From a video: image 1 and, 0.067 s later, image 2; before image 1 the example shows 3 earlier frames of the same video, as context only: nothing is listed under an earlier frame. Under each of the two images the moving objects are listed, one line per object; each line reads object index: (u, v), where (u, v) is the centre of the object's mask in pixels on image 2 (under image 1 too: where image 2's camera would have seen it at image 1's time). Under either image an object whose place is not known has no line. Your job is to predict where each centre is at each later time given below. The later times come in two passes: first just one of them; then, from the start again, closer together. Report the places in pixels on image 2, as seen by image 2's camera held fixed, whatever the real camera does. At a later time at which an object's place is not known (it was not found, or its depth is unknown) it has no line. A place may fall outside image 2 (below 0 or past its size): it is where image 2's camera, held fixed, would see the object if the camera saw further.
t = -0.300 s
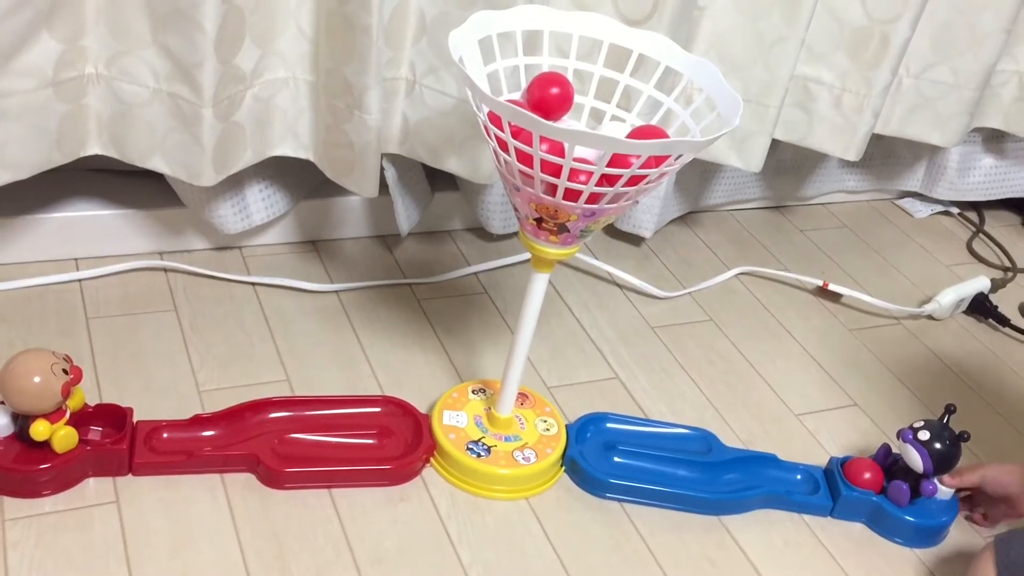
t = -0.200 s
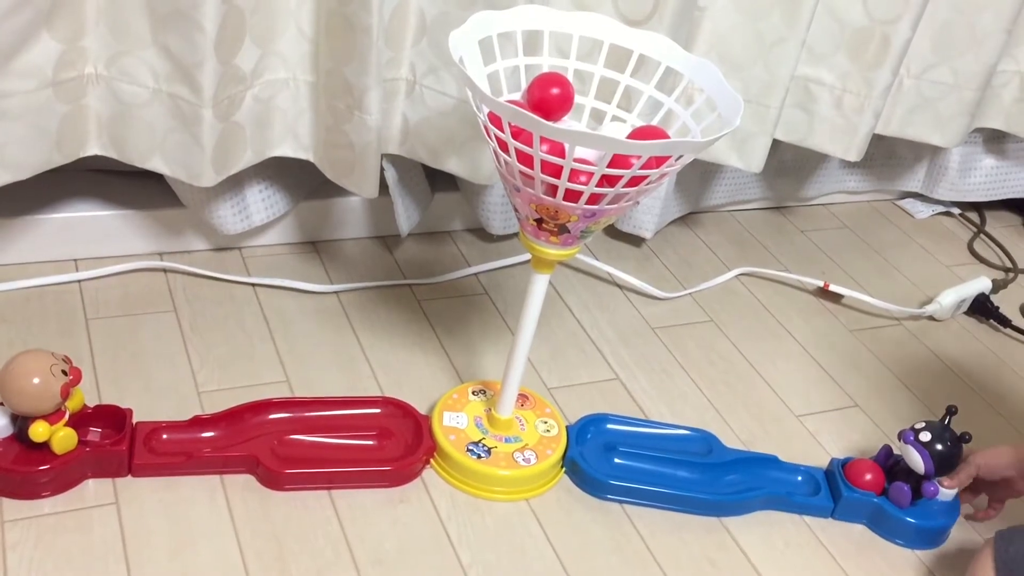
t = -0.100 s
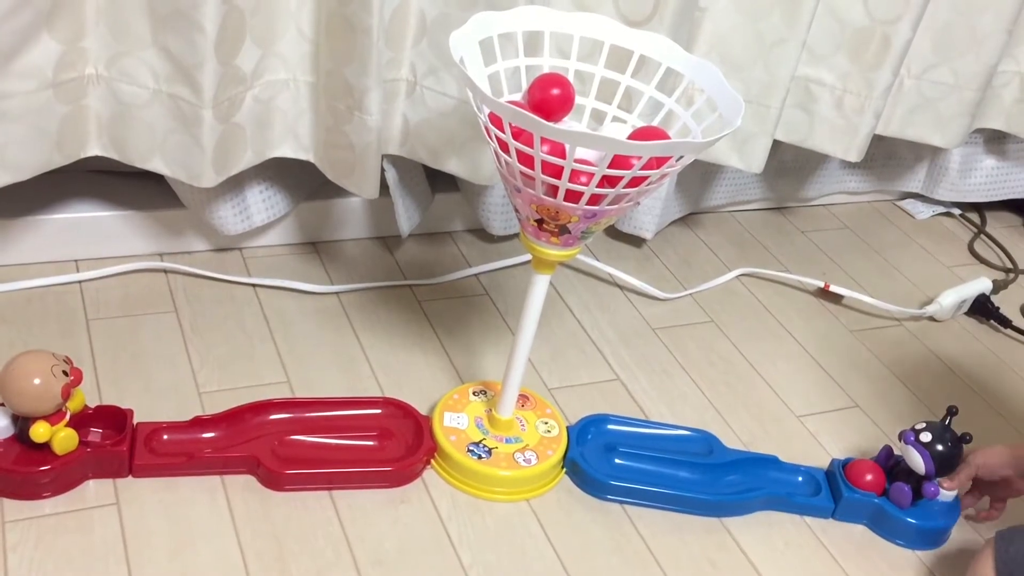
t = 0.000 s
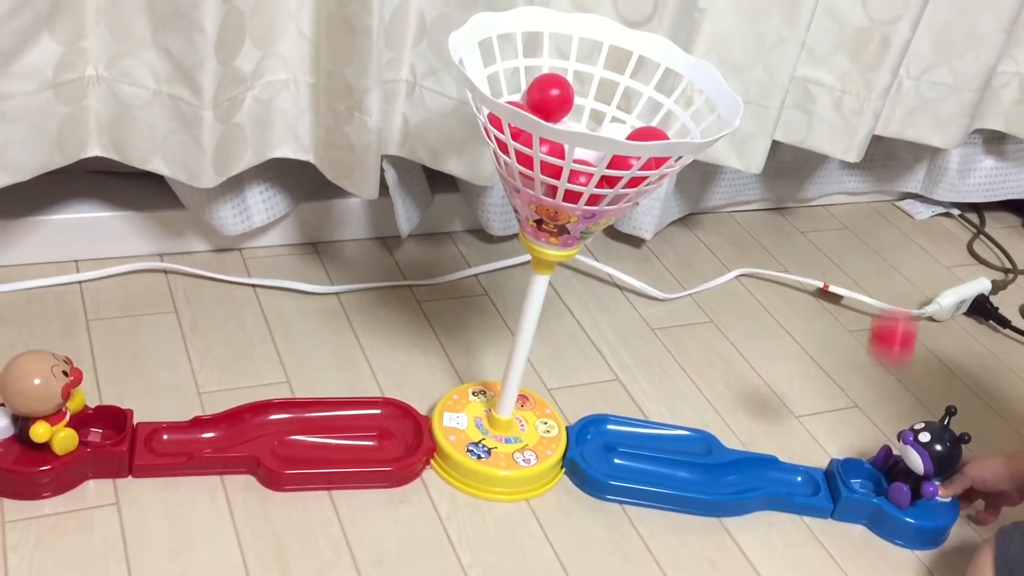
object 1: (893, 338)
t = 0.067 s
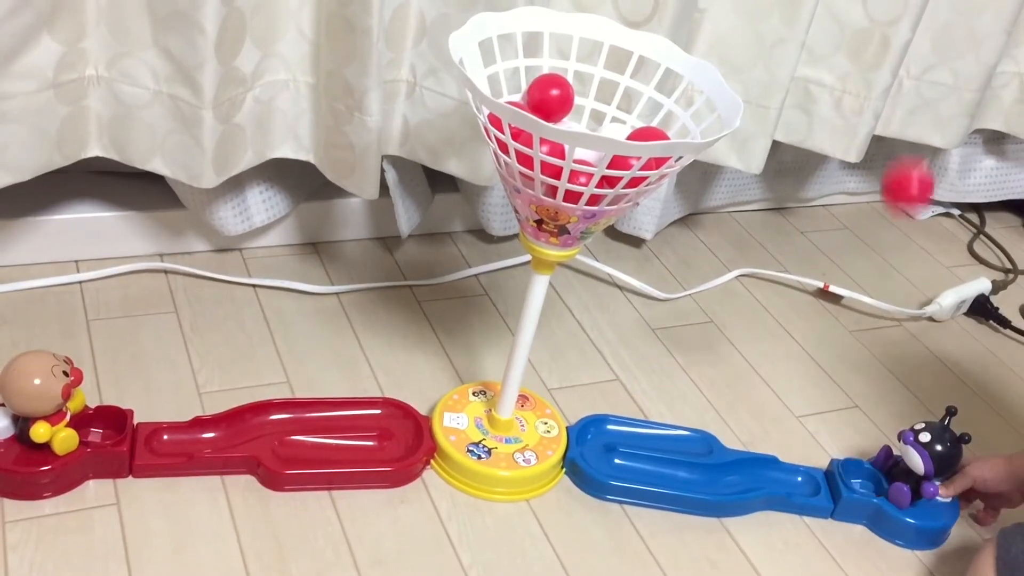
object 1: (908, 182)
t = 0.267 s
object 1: (741, 155)
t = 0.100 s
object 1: (904, 131)
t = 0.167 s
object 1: (866, 73)
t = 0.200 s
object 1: (833, 76)
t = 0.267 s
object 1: (741, 155)
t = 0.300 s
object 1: (689, 224)
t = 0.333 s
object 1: (633, 309)
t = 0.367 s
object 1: (582, 396)
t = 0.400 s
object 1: (555, 395)
